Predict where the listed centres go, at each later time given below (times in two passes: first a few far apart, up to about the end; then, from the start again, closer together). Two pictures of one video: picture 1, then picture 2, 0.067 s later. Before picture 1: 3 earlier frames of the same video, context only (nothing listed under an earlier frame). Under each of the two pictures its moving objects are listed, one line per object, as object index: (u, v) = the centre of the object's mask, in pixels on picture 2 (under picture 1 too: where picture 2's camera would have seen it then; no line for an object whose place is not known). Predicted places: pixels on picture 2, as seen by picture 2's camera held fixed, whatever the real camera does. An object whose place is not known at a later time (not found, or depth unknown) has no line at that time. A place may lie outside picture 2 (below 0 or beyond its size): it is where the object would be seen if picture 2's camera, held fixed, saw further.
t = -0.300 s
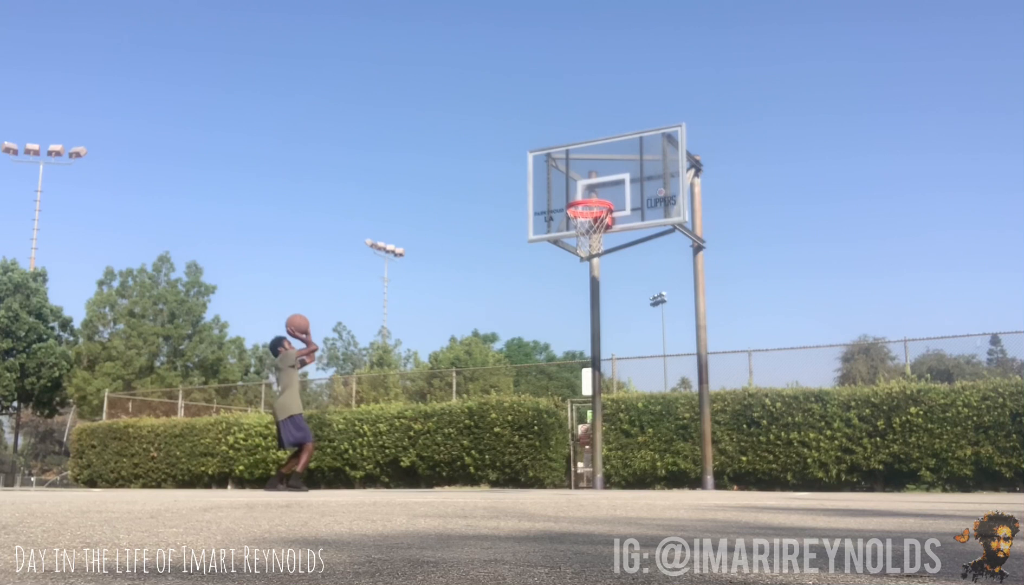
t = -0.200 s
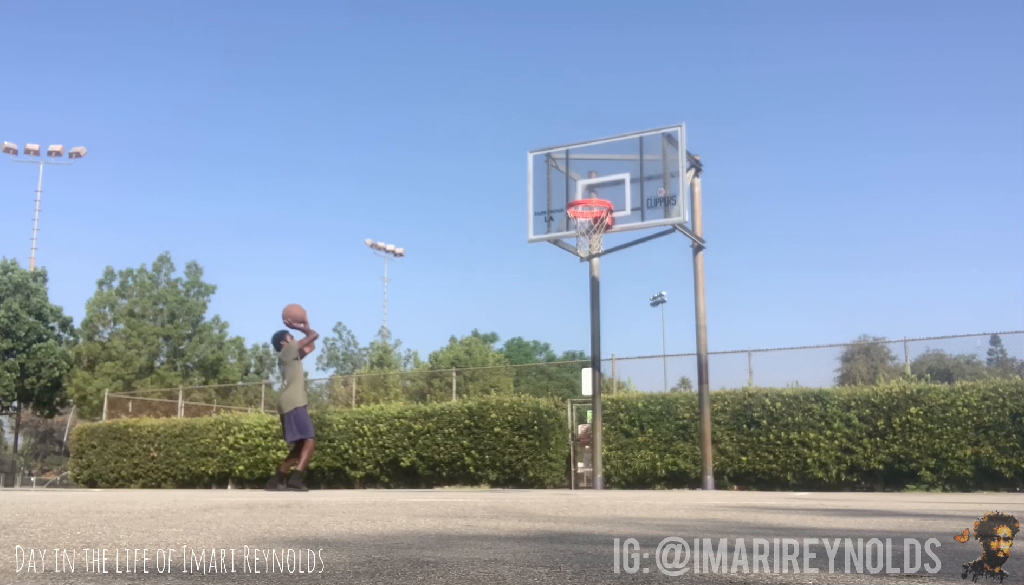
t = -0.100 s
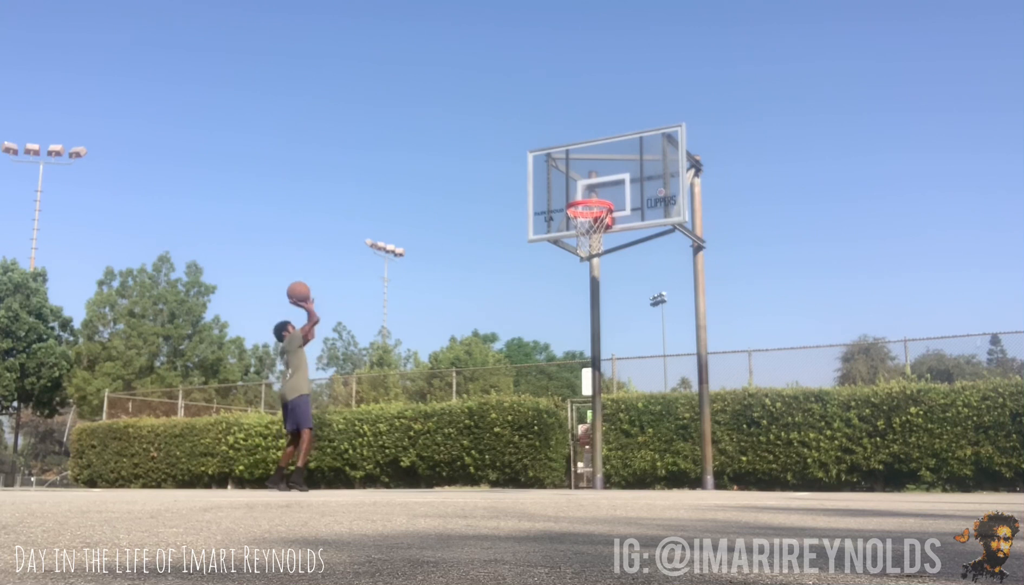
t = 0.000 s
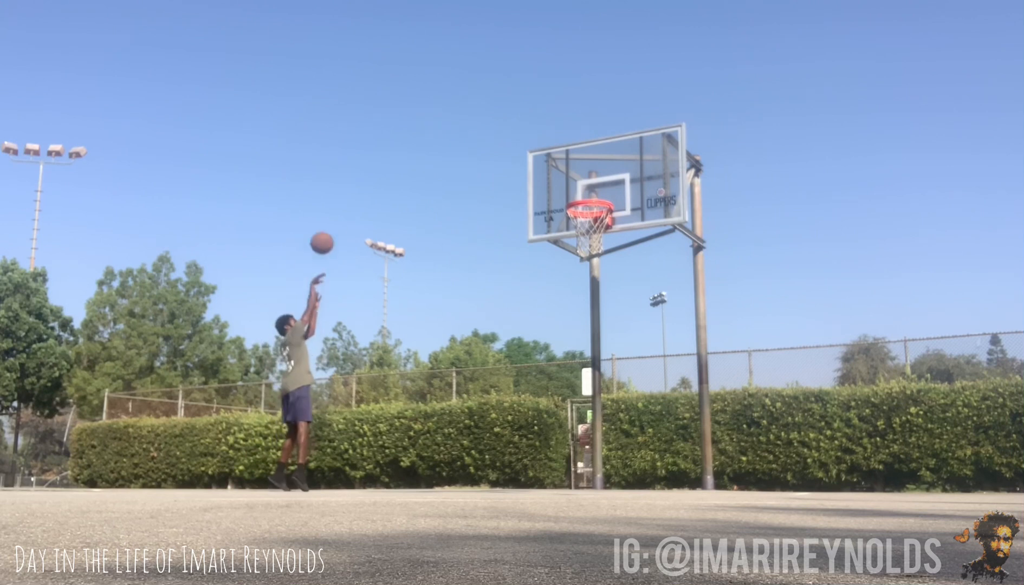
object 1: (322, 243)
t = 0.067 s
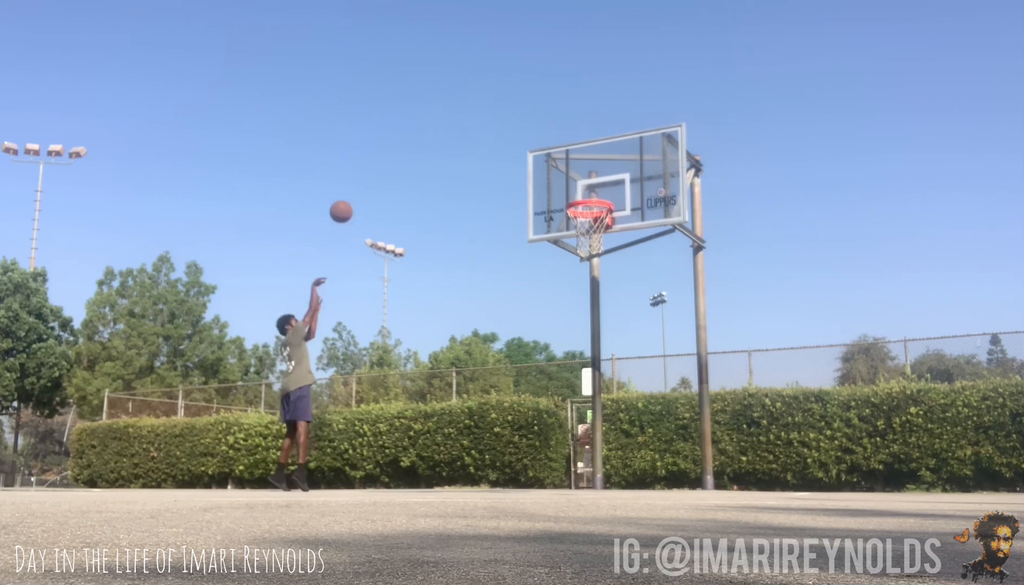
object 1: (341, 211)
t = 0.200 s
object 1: (378, 162)
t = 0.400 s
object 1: (433, 118)
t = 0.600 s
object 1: (485, 109)
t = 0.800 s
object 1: (537, 133)
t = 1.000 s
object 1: (591, 191)
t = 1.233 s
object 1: (586, 229)
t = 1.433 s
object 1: (606, 255)
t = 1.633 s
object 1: (621, 314)
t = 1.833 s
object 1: (638, 414)
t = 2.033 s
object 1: (648, 425)
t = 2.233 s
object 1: (649, 342)
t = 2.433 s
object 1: (652, 300)
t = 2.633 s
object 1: (657, 300)
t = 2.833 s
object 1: (663, 343)
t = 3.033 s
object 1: (672, 435)
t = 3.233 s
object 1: (679, 416)
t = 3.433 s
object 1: (684, 353)
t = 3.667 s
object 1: (694, 339)
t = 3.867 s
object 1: (705, 381)
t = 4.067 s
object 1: (721, 479)
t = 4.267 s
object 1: (723, 395)
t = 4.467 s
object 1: (729, 363)
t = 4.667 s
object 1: (738, 387)
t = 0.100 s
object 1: (350, 197)
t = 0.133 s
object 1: (360, 185)
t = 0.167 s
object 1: (369, 173)
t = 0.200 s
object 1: (378, 162)
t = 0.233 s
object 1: (388, 152)
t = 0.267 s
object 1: (397, 143)
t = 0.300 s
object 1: (406, 135)
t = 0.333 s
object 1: (415, 128)
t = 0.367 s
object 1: (424, 123)
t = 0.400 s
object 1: (433, 118)
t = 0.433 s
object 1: (441, 114)
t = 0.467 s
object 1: (450, 111)
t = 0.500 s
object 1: (459, 109)
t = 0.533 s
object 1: (467, 108)
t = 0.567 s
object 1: (476, 108)
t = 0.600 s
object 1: (485, 109)
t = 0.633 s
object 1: (494, 110)
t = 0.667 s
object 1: (502, 113)
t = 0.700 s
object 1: (511, 117)
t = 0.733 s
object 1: (520, 121)
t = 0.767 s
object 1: (529, 127)
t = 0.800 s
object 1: (537, 133)
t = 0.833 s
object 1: (546, 141)
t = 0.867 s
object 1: (555, 149)
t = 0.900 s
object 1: (564, 159)
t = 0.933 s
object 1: (573, 169)
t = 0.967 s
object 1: (581, 181)
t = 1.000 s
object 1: (591, 191)
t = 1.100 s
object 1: (588, 212)
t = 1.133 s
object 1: (587, 213)
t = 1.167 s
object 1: (585, 216)
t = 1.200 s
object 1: (586, 221)
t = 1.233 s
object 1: (586, 229)
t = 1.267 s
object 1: (589, 232)
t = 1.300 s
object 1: (597, 235)
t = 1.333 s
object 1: (600, 234)
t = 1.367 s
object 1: (602, 247)
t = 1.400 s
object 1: (604, 249)
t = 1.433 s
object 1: (606, 255)
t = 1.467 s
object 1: (609, 262)
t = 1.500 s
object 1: (611, 270)
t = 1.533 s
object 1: (613, 279)
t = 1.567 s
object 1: (616, 290)
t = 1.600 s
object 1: (618, 301)
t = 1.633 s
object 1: (621, 314)
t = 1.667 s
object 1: (624, 327)
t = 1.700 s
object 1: (626, 342)
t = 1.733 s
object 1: (629, 358)
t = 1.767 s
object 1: (632, 376)
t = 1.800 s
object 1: (635, 394)
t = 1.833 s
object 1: (638, 414)
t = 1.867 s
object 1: (642, 435)
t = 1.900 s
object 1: (645, 457)
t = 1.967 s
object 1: (648, 462)
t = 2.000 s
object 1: (648, 443)
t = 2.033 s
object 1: (648, 425)
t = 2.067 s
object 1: (648, 408)
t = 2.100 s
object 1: (648, 393)
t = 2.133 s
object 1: (648, 378)
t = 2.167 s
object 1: (648, 365)
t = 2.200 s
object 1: (648, 353)
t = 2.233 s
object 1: (649, 342)
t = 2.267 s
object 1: (649, 332)
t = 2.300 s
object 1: (650, 324)
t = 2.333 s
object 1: (650, 316)
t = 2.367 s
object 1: (651, 310)
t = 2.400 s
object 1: (651, 304)
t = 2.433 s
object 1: (652, 300)
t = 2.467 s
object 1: (653, 297)
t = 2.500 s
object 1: (653, 295)
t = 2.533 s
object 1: (654, 295)
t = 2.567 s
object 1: (655, 295)
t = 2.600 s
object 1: (656, 297)
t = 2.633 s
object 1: (657, 300)
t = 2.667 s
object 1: (658, 304)
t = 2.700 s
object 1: (659, 309)
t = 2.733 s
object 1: (660, 316)
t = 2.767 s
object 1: (661, 324)
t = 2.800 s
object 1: (662, 333)
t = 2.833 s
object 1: (663, 343)
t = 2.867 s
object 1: (664, 355)
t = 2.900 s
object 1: (666, 368)
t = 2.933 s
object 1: (667, 383)
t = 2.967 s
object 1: (669, 399)
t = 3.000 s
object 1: (671, 416)
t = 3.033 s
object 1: (672, 435)
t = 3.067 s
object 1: (674, 456)
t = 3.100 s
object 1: (676, 478)
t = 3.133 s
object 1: (677, 467)
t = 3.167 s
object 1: (678, 448)
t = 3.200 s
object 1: (678, 432)
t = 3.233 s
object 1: (679, 416)
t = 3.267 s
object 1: (680, 403)
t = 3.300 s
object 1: (680, 390)
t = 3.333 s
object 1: (681, 379)
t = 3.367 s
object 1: (682, 369)
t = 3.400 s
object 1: (683, 360)
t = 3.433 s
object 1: (684, 353)
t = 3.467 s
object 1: (685, 347)
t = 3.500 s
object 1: (687, 342)
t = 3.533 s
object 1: (688, 339)
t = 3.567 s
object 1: (690, 337)
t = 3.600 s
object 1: (691, 336)
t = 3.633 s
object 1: (693, 337)
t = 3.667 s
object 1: (694, 339)
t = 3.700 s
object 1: (696, 342)
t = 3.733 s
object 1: (697, 347)
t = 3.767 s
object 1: (699, 353)
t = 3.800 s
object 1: (701, 361)
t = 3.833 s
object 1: (703, 370)
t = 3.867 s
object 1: (705, 381)
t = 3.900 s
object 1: (708, 393)
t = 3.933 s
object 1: (710, 408)
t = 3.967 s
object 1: (713, 423)
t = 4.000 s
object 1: (716, 440)
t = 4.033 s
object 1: (719, 459)
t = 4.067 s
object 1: (721, 479)
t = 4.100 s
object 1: (721, 463)
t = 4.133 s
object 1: (721, 446)
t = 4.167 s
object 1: (722, 431)
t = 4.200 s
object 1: (722, 417)
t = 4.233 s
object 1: (723, 406)
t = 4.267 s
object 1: (723, 395)
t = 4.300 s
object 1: (724, 386)
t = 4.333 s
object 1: (725, 378)
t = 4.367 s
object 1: (726, 372)
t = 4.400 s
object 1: (727, 368)
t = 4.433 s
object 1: (728, 365)
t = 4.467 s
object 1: (729, 363)
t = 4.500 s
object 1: (730, 363)
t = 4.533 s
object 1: (732, 365)
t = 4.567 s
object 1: (733, 368)
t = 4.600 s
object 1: (735, 373)
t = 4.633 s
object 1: (736, 379)
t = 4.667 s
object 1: (738, 387)
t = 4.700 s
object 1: (741, 397)
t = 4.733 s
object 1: (743, 408)
